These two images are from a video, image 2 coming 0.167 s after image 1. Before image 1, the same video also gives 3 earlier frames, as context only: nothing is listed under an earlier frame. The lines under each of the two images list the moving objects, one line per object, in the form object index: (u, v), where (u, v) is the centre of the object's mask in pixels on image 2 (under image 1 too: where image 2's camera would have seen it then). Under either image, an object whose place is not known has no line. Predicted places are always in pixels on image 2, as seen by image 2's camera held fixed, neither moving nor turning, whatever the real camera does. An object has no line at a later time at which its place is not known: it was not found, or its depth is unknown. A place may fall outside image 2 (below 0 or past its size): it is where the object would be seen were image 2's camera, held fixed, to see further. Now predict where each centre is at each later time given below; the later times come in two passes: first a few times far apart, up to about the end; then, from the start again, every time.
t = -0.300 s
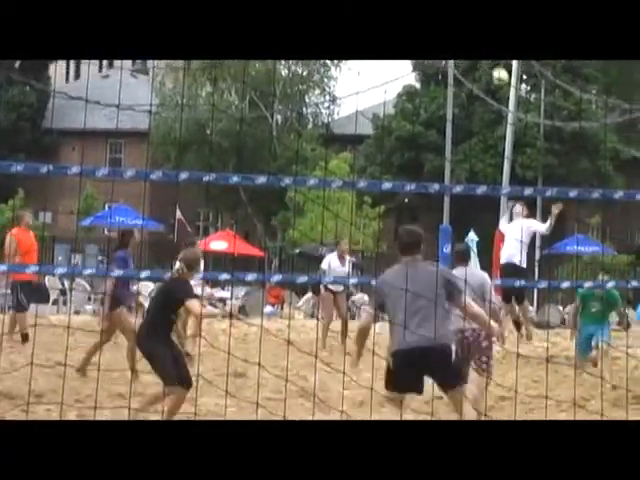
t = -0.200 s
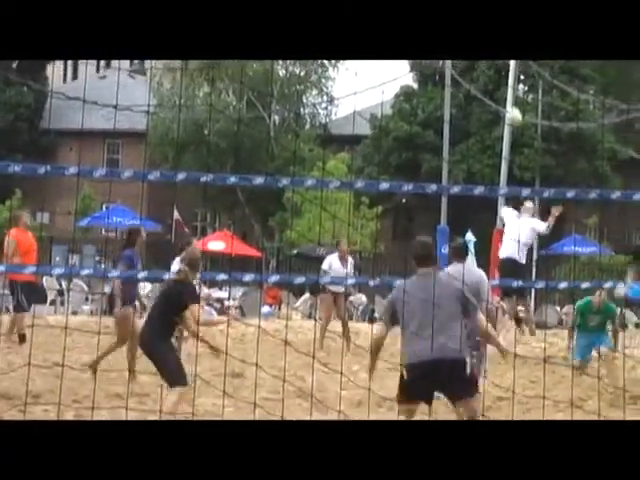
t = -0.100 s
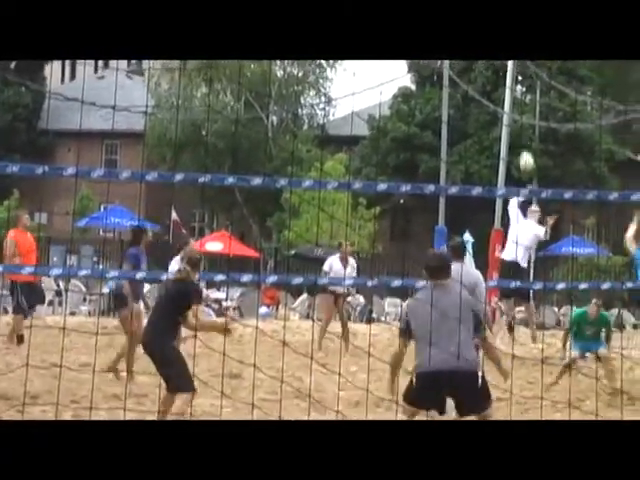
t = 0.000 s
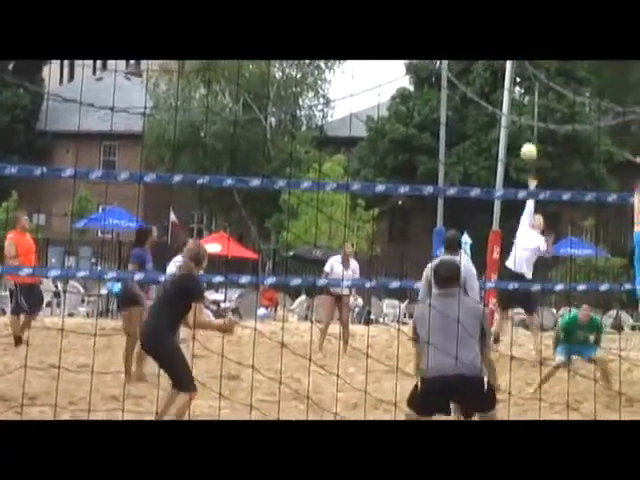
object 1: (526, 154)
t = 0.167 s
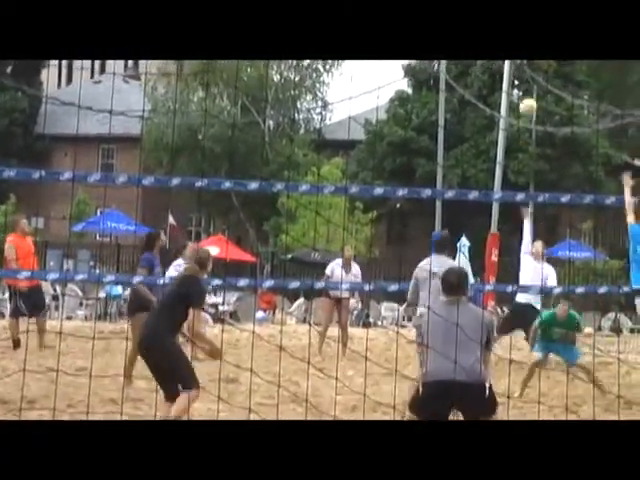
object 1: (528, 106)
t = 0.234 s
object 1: (529, 93)
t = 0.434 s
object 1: (529, 74)
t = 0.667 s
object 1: (531, 94)
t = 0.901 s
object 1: (535, 177)
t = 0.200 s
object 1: (528, 100)
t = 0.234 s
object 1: (529, 93)
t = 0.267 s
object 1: (528, 87)
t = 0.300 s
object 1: (529, 83)
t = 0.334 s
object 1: (529, 78)
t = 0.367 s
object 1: (529, 76)
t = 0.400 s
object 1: (529, 75)
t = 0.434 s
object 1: (529, 74)
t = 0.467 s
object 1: (530, 73)
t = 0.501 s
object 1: (530, 74)
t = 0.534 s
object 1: (531, 74)
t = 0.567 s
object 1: (530, 79)
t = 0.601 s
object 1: (531, 82)
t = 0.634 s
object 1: (531, 87)
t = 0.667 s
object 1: (531, 94)
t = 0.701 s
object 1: (532, 101)
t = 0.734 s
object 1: (532, 109)
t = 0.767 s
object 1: (533, 120)
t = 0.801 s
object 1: (533, 132)
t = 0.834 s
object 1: (534, 146)
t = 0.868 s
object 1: (534, 161)
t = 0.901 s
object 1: (535, 177)
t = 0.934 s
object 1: (535, 194)
